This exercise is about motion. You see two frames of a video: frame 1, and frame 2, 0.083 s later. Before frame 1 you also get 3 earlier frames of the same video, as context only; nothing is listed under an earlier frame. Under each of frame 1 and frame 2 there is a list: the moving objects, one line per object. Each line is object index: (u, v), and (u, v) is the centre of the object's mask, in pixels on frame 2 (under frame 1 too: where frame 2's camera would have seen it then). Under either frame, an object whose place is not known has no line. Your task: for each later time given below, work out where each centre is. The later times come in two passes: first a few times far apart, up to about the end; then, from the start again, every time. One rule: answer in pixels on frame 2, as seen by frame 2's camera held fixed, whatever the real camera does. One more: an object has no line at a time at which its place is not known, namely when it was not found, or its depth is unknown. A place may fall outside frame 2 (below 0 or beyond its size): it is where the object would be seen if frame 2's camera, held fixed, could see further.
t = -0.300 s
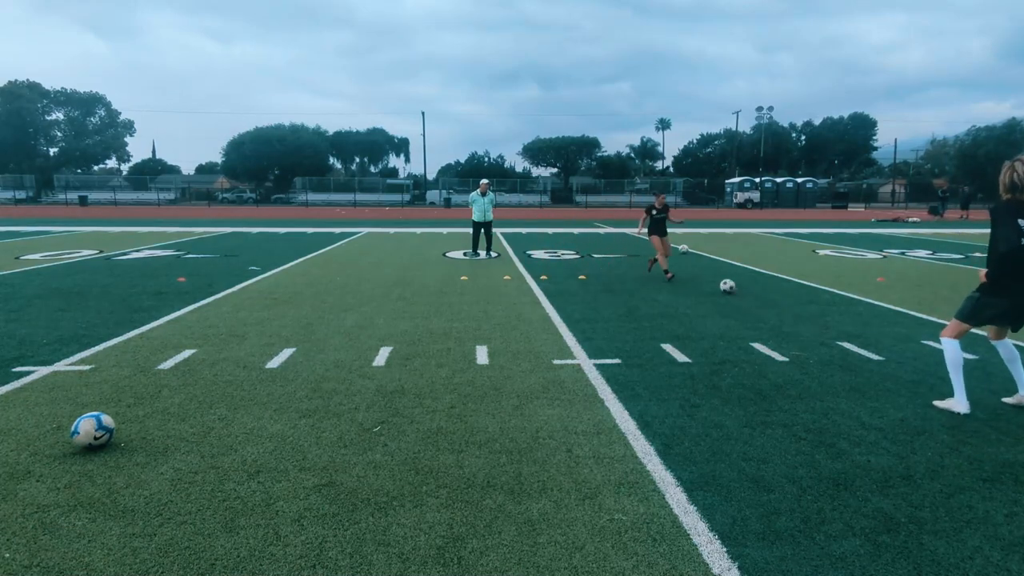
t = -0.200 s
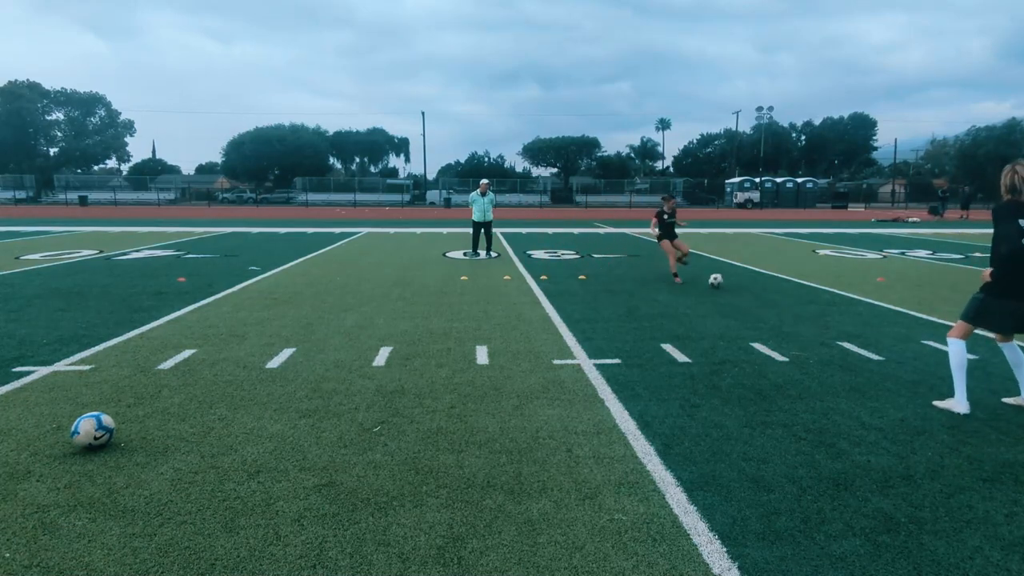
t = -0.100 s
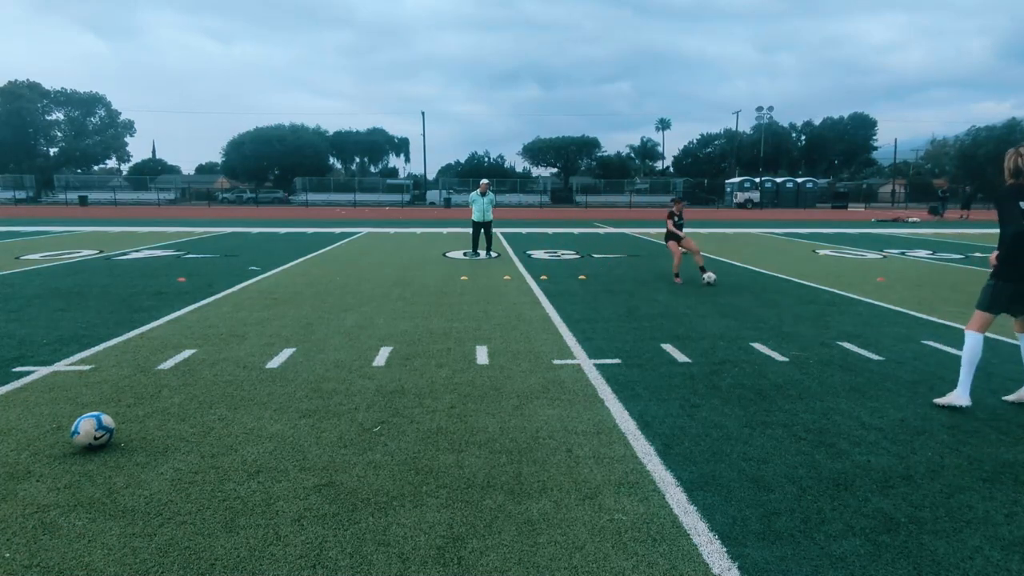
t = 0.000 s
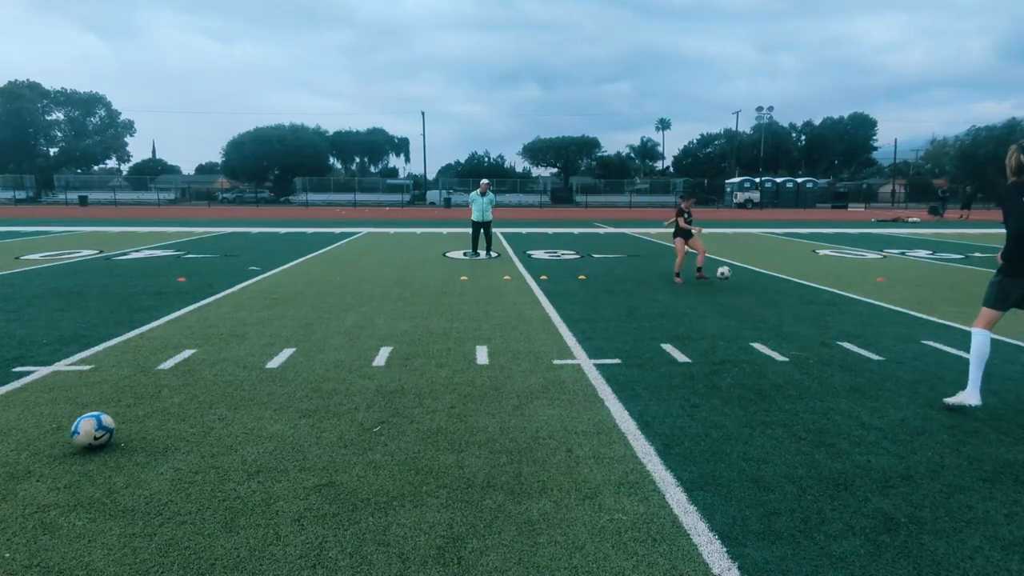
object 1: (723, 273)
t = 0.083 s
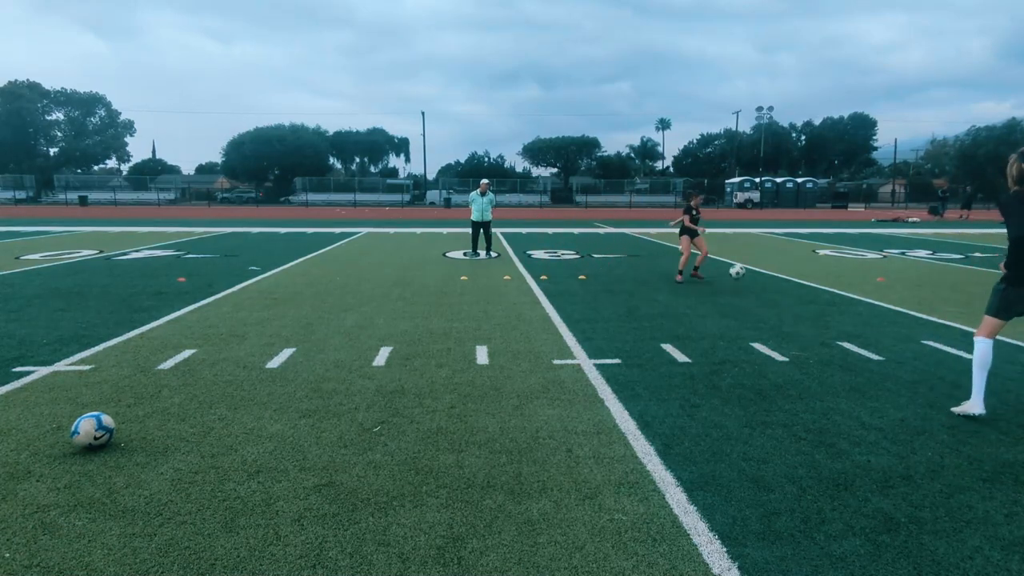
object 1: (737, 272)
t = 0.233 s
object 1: (763, 283)
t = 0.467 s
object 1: (813, 307)
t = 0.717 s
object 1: (882, 341)
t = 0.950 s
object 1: (978, 376)
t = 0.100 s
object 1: (740, 272)
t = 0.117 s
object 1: (742, 273)
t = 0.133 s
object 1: (745, 274)
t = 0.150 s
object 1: (748, 275)
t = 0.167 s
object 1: (751, 276)
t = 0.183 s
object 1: (754, 277)
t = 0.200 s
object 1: (757, 279)
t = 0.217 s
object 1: (760, 281)
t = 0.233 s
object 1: (763, 283)
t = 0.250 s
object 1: (766, 286)
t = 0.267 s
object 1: (770, 289)
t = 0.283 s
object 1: (773, 292)
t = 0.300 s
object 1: (776, 294)
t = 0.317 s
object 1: (779, 299)
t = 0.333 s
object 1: (783, 303)
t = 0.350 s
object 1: (786, 307)
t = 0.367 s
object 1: (790, 308)
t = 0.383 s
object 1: (794, 308)
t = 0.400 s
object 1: (798, 307)
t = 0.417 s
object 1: (801, 306)
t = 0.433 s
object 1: (805, 307)
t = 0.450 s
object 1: (809, 307)
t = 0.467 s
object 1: (813, 307)
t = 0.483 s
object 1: (817, 308)
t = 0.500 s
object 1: (821, 309)
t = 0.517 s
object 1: (825, 310)
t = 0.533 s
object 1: (829, 311)
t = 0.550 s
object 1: (834, 313)
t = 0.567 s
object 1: (838, 315)
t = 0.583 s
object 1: (843, 318)
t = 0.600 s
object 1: (847, 321)
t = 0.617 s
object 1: (852, 324)
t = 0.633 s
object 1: (856, 327)
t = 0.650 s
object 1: (861, 331)
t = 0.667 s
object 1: (865, 335)
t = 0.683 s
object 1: (871, 339)
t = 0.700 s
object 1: (876, 341)
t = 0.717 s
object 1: (882, 341)
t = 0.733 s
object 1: (888, 342)
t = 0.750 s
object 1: (894, 343)
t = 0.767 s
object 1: (900, 344)
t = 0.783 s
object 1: (906, 346)
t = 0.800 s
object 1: (913, 348)
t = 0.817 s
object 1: (919, 350)
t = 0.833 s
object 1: (926, 353)
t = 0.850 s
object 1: (932, 356)
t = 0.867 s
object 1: (940, 359)
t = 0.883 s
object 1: (946, 364)
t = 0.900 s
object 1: (954, 369)
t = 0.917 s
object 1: (961, 372)
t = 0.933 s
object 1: (970, 374)
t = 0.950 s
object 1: (978, 376)
